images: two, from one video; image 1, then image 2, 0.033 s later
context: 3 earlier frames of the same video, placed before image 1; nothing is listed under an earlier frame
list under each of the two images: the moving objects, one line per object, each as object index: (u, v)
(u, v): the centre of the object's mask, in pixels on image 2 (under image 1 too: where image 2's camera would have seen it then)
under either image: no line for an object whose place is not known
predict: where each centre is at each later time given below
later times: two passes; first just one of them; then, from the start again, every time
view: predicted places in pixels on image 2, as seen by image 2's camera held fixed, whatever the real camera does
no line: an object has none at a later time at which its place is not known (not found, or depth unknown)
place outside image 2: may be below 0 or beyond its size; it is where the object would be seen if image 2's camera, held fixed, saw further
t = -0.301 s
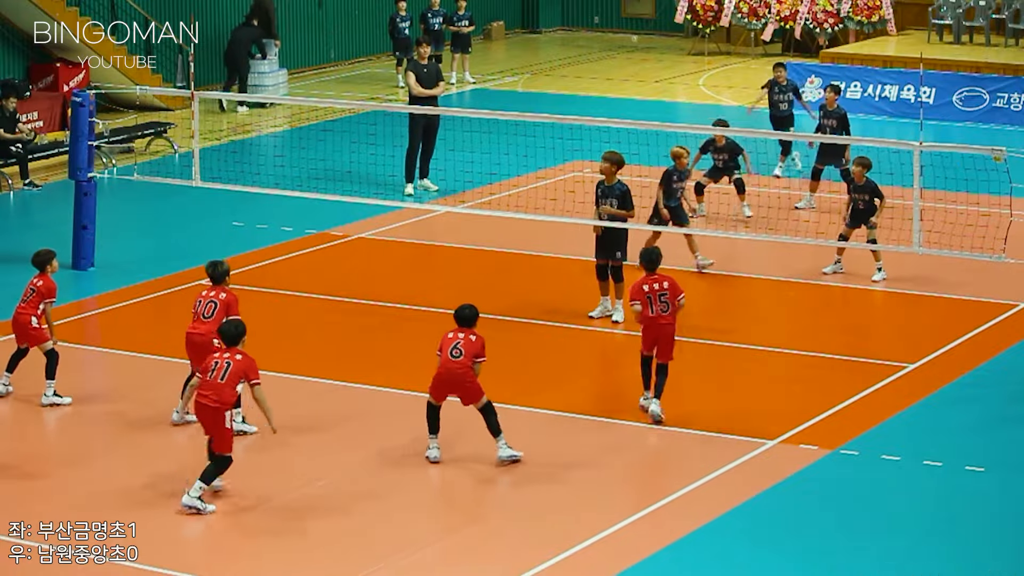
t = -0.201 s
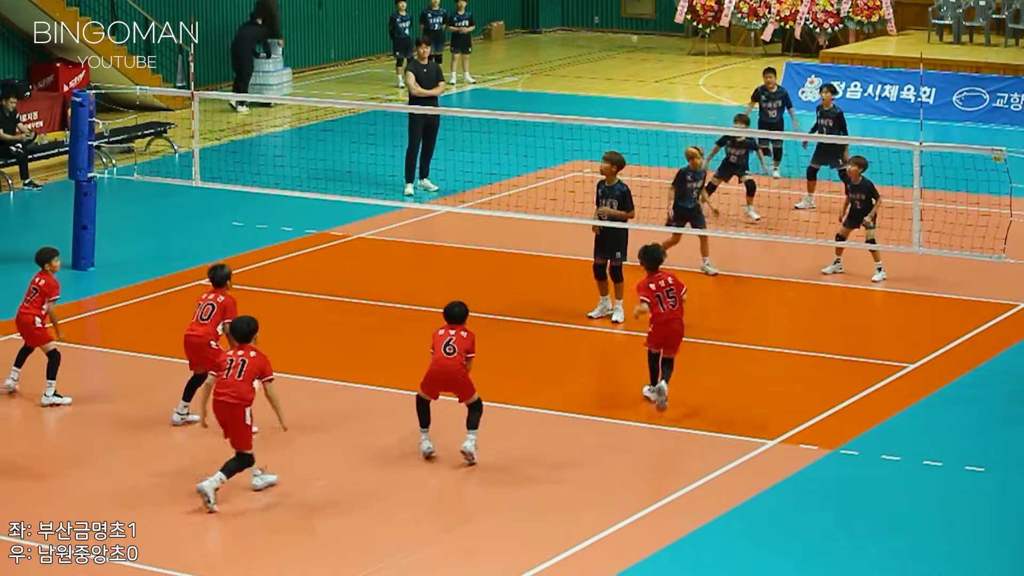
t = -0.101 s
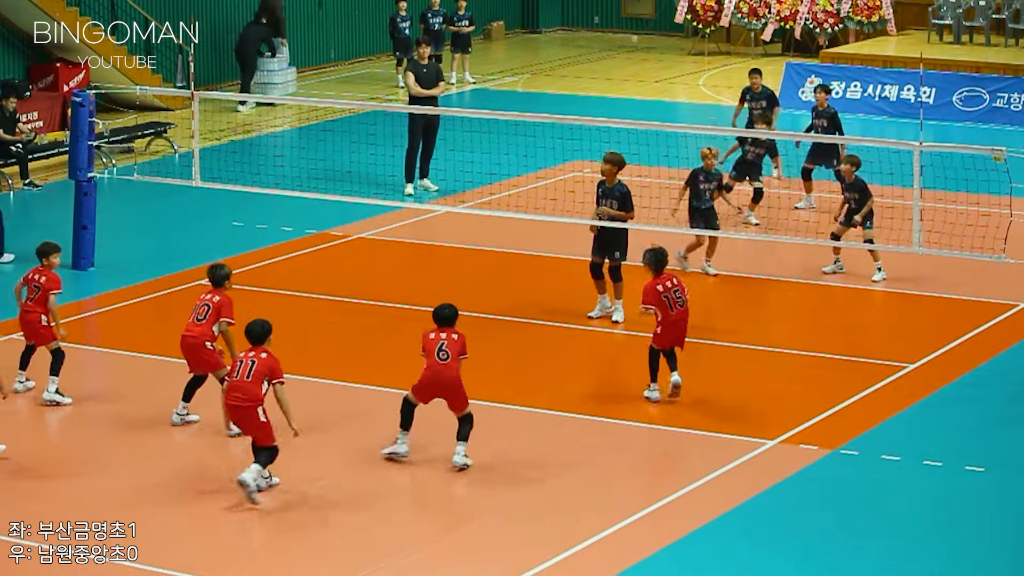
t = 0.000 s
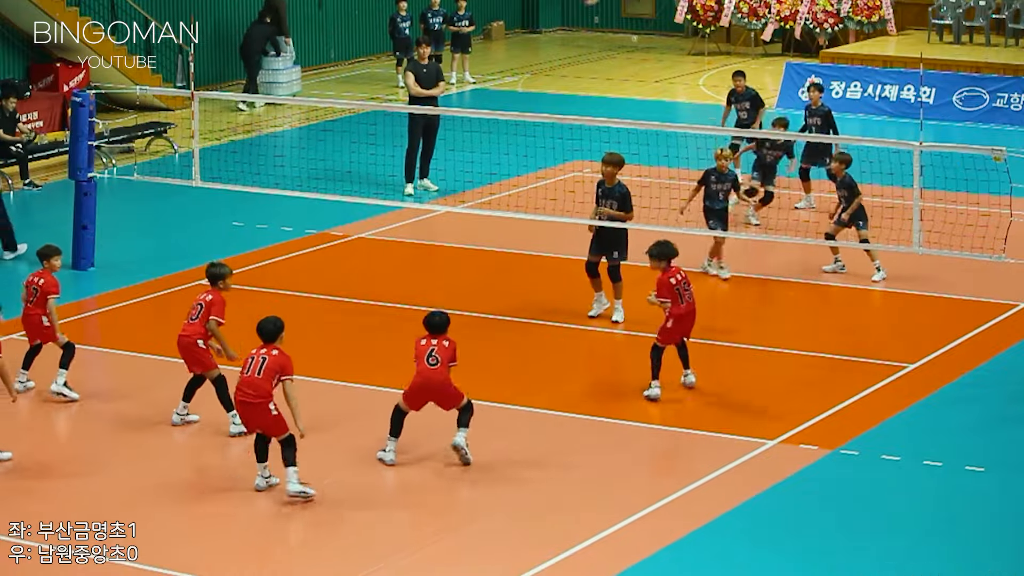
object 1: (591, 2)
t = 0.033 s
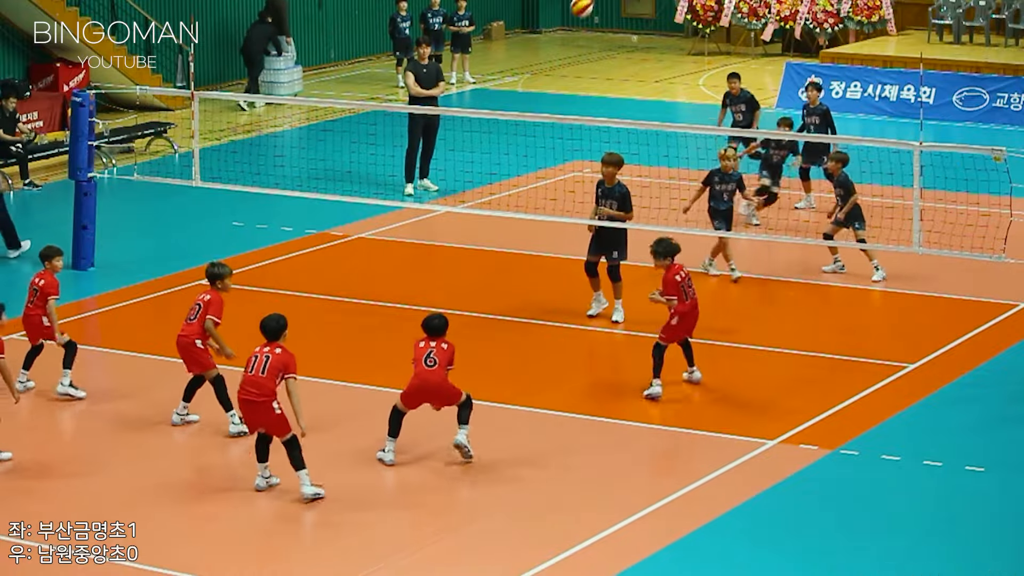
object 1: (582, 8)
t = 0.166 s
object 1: (545, 71)
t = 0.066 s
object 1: (573, 20)
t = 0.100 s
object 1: (564, 35)
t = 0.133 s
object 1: (555, 52)
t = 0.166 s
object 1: (545, 71)
